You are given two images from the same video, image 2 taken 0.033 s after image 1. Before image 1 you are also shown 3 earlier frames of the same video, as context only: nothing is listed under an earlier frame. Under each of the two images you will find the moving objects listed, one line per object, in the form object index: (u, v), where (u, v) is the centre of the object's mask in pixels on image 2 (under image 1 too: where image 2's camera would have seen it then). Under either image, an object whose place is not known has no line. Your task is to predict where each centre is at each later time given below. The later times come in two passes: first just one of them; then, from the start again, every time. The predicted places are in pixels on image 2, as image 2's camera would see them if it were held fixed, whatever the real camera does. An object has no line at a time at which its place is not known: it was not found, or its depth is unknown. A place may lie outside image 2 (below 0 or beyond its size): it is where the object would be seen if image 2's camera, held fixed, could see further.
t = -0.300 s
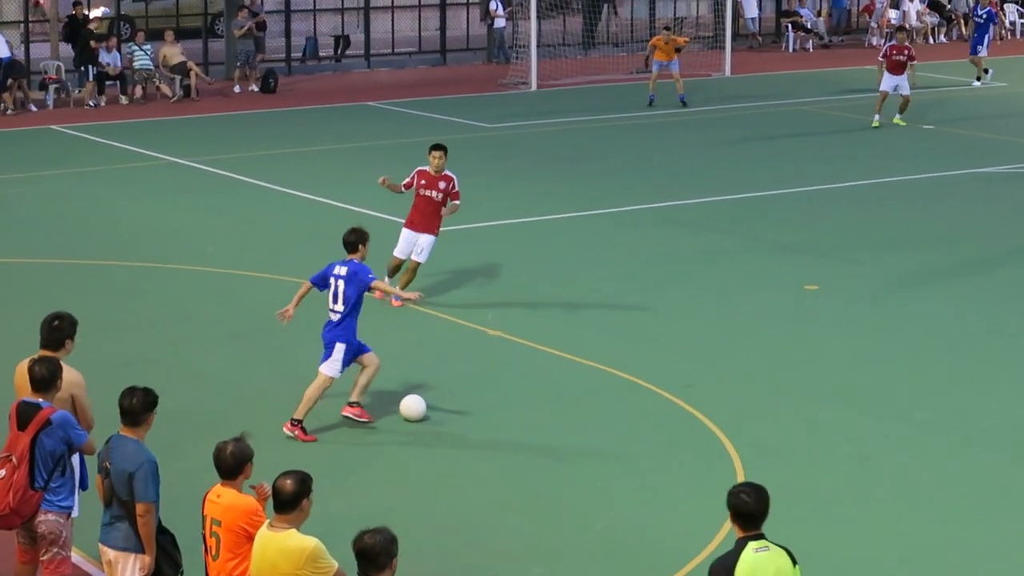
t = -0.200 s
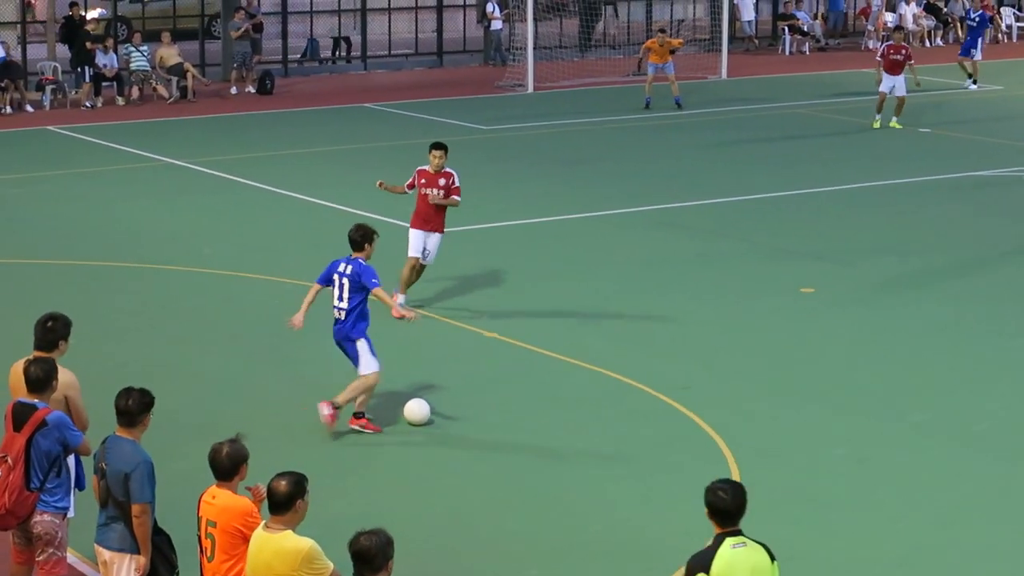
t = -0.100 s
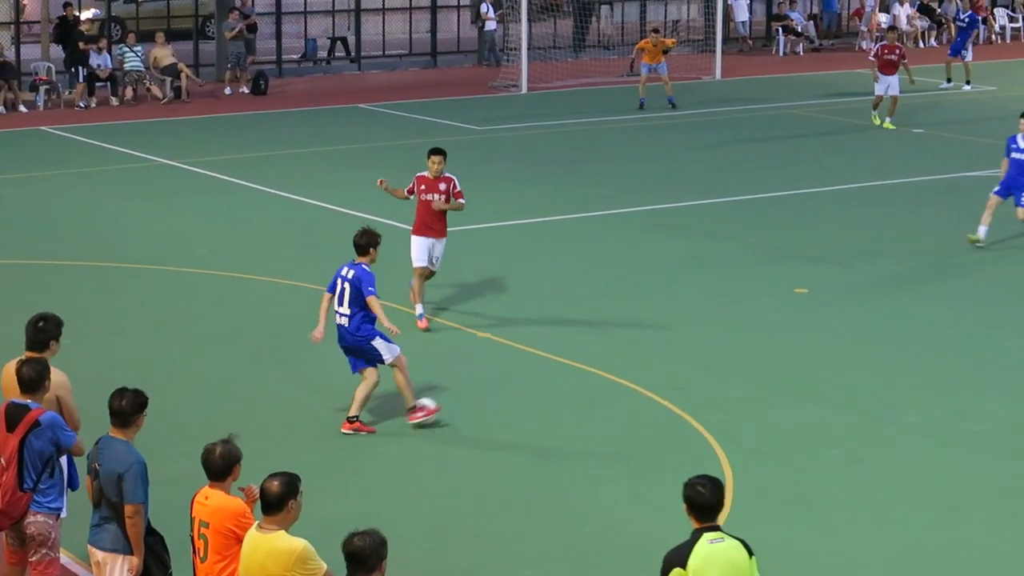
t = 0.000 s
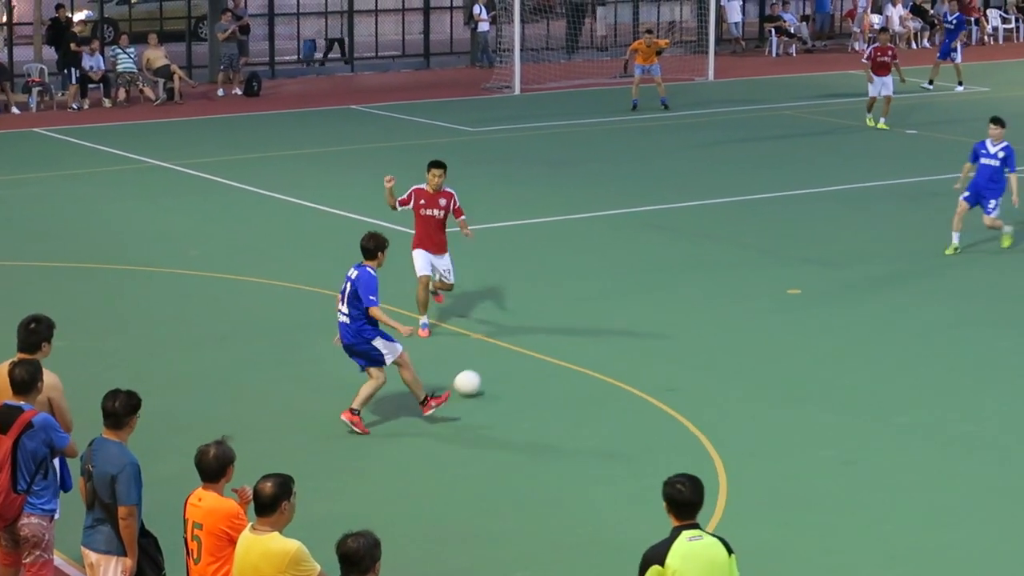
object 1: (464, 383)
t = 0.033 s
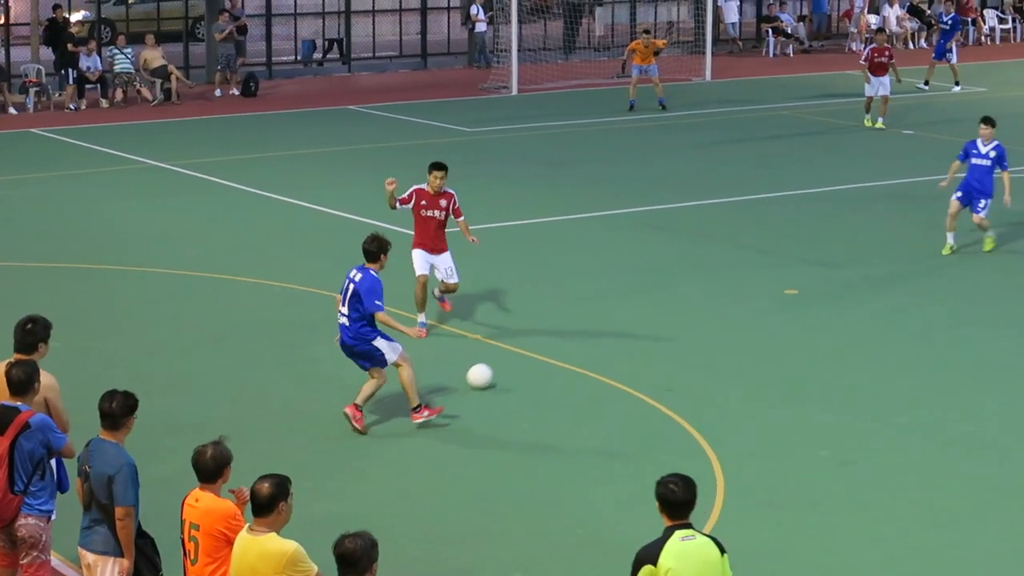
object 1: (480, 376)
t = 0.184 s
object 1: (534, 344)
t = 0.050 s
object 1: (486, 372)
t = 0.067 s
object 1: (493, 367)
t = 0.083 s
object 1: (499, 363)
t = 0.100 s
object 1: (505, 360)
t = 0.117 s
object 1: (512, 356)
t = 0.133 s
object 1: (518, 353)
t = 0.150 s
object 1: (523, 351)
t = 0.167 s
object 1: (529, 348)
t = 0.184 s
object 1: (534, 344)
